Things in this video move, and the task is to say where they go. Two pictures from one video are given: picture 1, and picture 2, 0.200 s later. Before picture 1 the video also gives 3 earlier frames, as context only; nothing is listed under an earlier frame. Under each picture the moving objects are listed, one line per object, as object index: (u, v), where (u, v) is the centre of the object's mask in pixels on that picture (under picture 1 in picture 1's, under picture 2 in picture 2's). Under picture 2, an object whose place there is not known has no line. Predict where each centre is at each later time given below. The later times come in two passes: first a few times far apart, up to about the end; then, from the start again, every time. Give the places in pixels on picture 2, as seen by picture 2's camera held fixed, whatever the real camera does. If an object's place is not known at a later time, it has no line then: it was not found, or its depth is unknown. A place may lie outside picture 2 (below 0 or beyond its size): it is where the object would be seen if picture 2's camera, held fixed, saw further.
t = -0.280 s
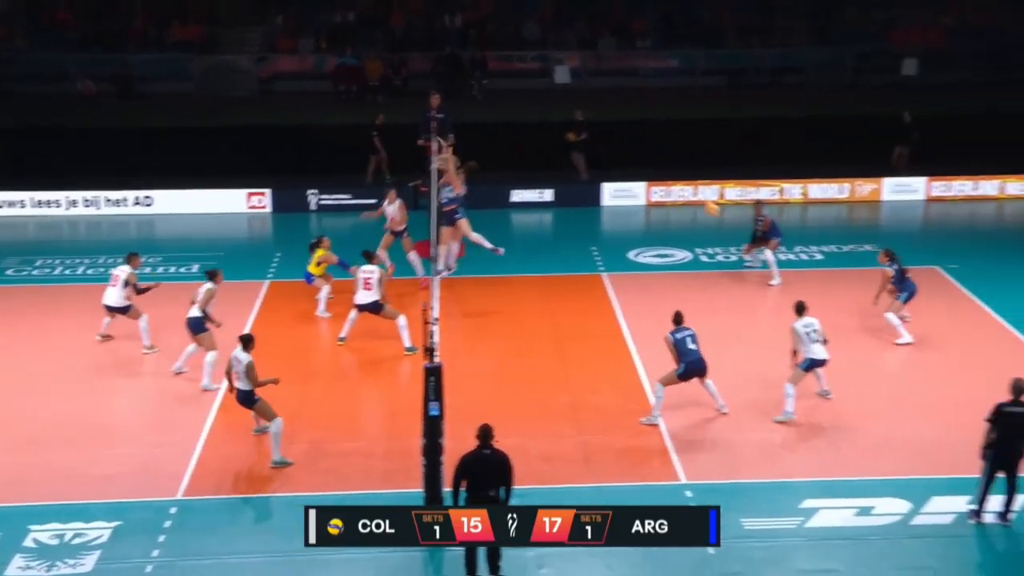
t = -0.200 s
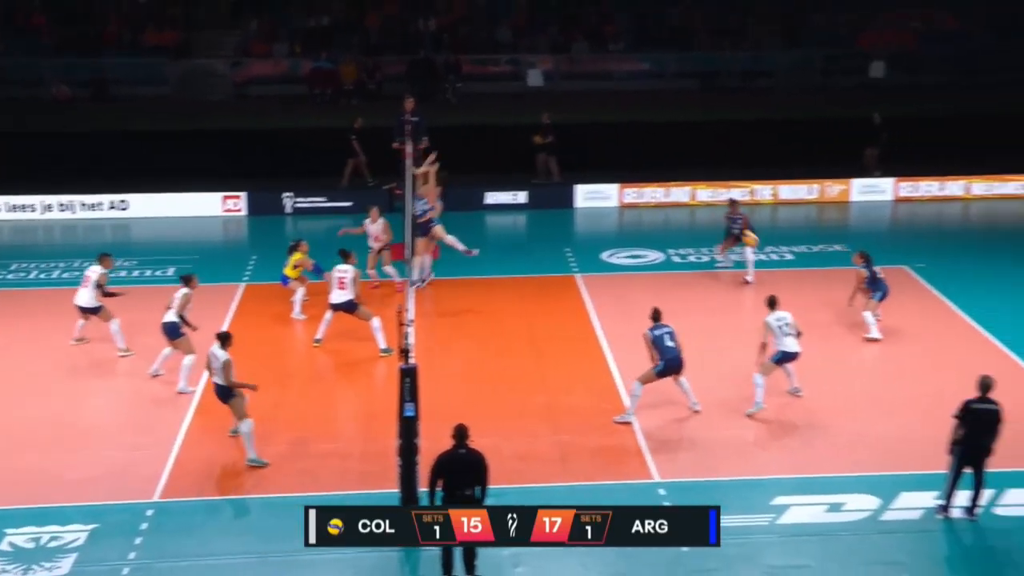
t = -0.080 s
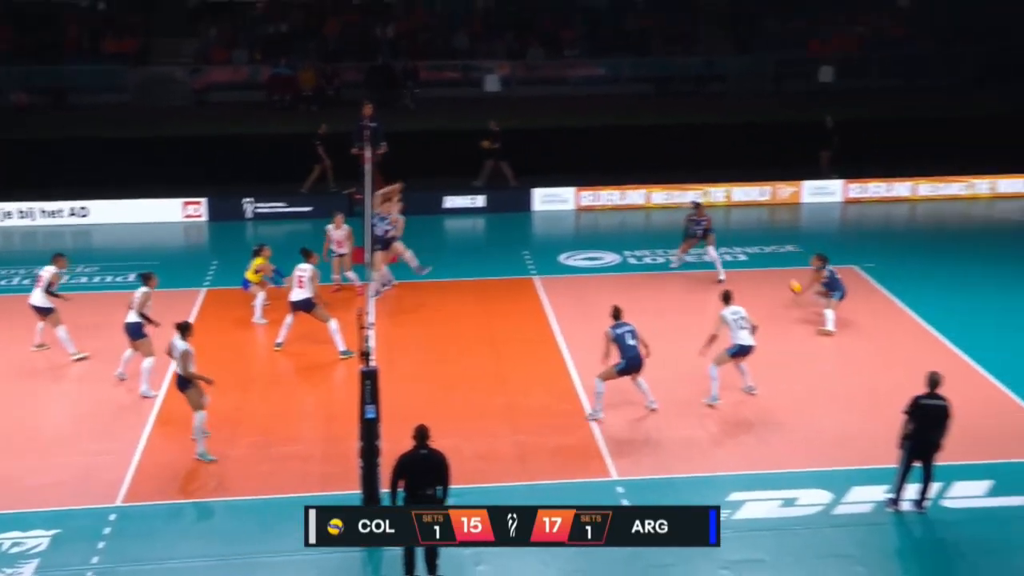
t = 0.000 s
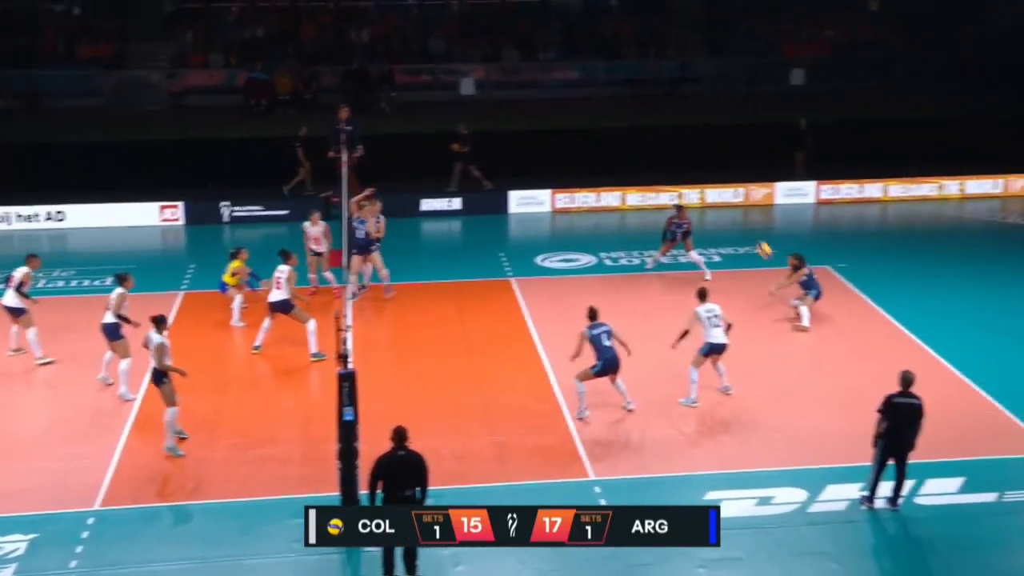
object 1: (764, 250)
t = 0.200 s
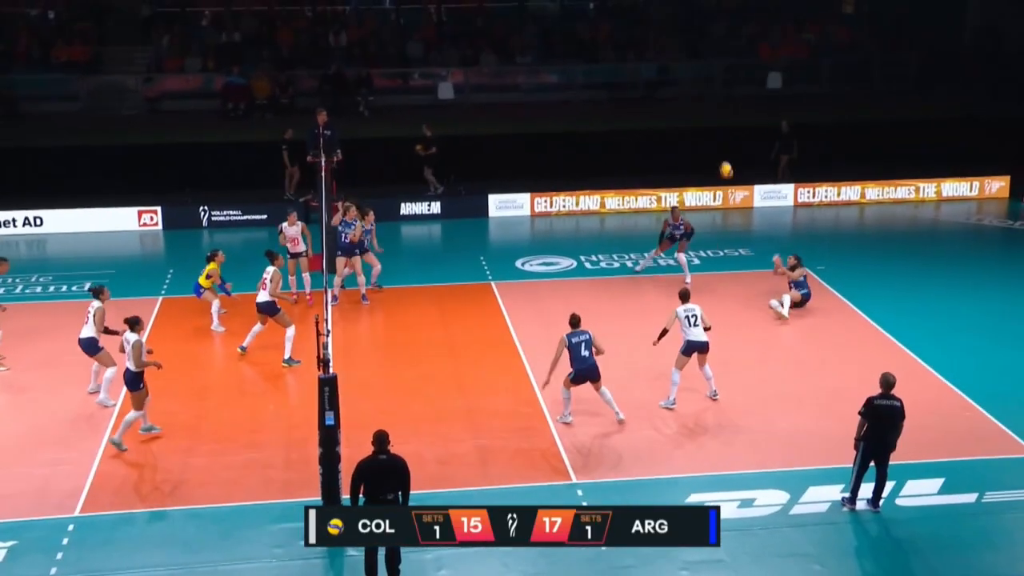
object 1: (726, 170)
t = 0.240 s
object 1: (723, 157)
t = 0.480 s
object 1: (706, 92)
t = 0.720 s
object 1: (691, 61)
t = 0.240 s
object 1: (723, 157)
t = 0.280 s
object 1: (719, 144)
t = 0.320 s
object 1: (716, 131)
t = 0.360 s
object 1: (714, 120)
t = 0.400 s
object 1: (711, 110)
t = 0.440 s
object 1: (709, 101)
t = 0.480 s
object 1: (706, 92)
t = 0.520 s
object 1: (704, 85)
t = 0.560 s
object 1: (701, 78)
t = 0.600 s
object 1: (698, 72)
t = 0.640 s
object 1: (696, 68)
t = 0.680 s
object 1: (693, 64)
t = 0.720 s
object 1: (691, 61)
